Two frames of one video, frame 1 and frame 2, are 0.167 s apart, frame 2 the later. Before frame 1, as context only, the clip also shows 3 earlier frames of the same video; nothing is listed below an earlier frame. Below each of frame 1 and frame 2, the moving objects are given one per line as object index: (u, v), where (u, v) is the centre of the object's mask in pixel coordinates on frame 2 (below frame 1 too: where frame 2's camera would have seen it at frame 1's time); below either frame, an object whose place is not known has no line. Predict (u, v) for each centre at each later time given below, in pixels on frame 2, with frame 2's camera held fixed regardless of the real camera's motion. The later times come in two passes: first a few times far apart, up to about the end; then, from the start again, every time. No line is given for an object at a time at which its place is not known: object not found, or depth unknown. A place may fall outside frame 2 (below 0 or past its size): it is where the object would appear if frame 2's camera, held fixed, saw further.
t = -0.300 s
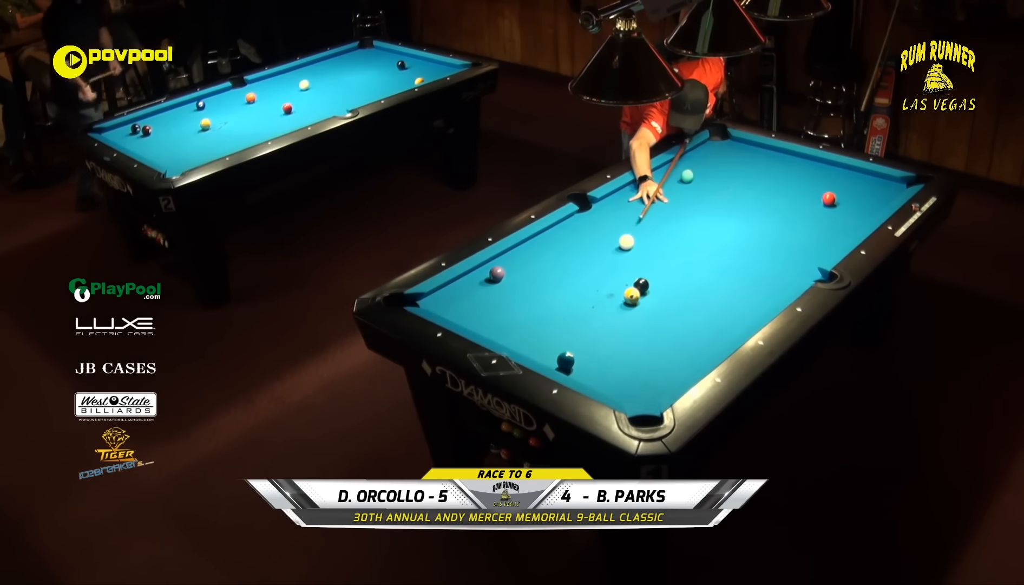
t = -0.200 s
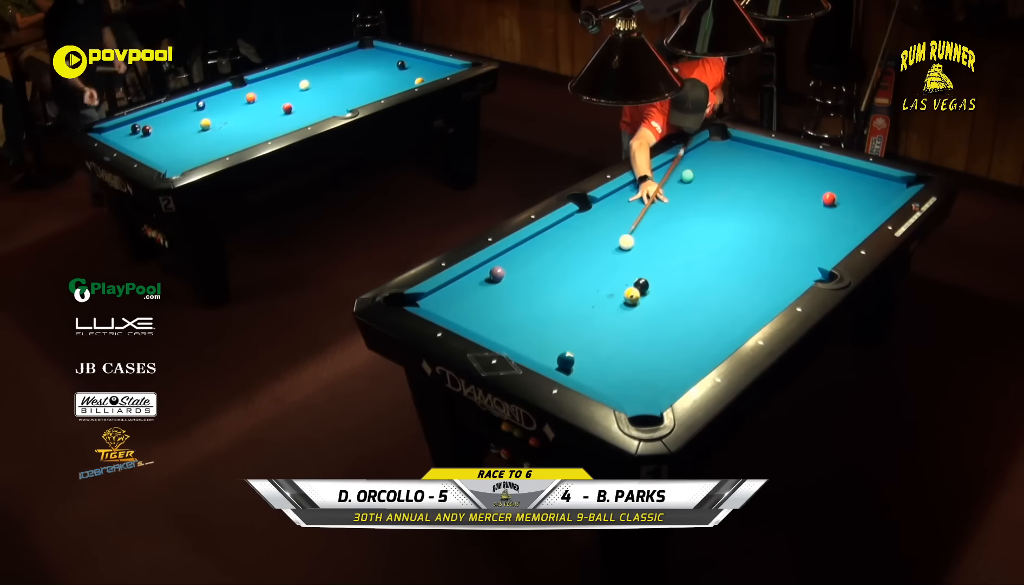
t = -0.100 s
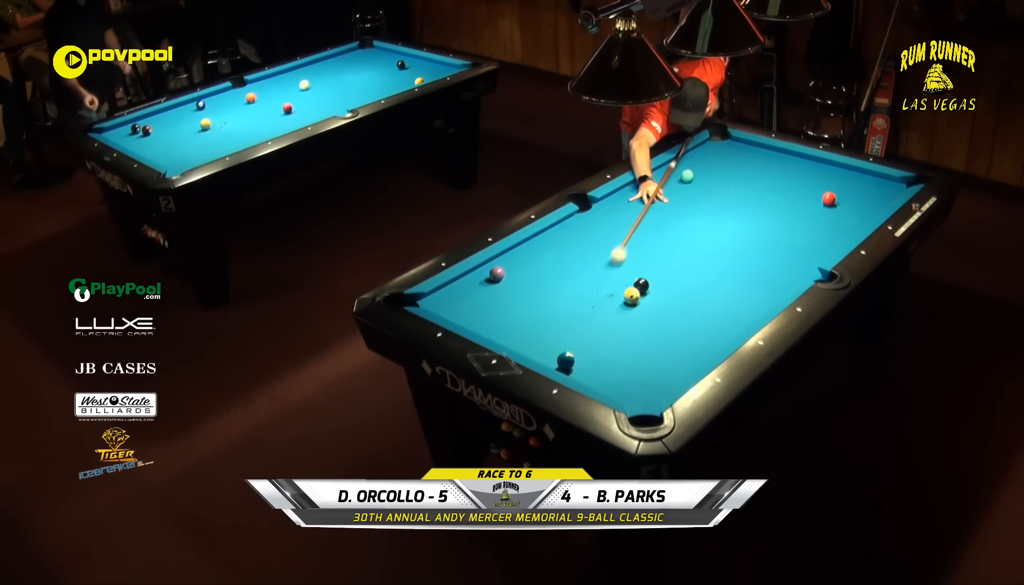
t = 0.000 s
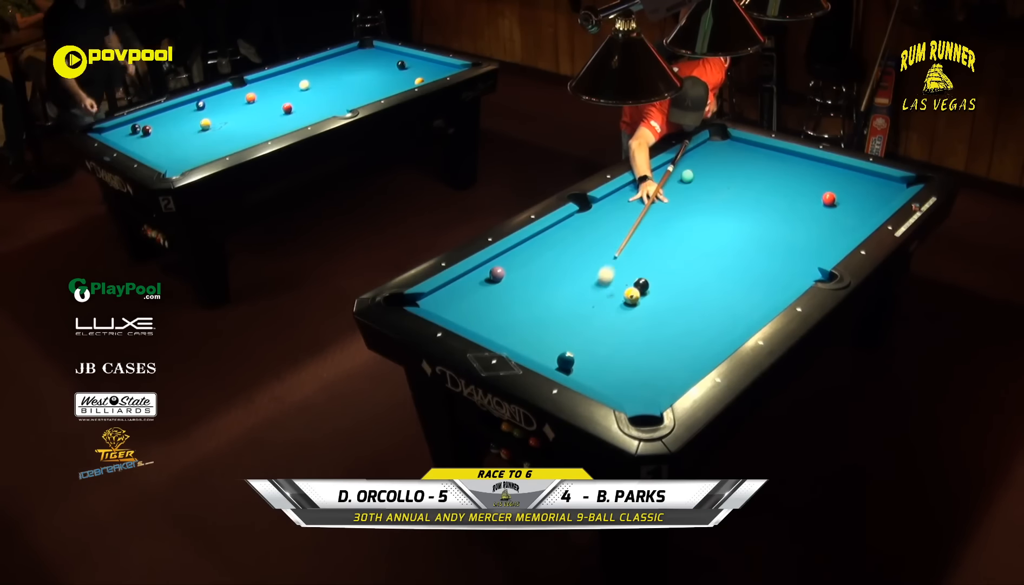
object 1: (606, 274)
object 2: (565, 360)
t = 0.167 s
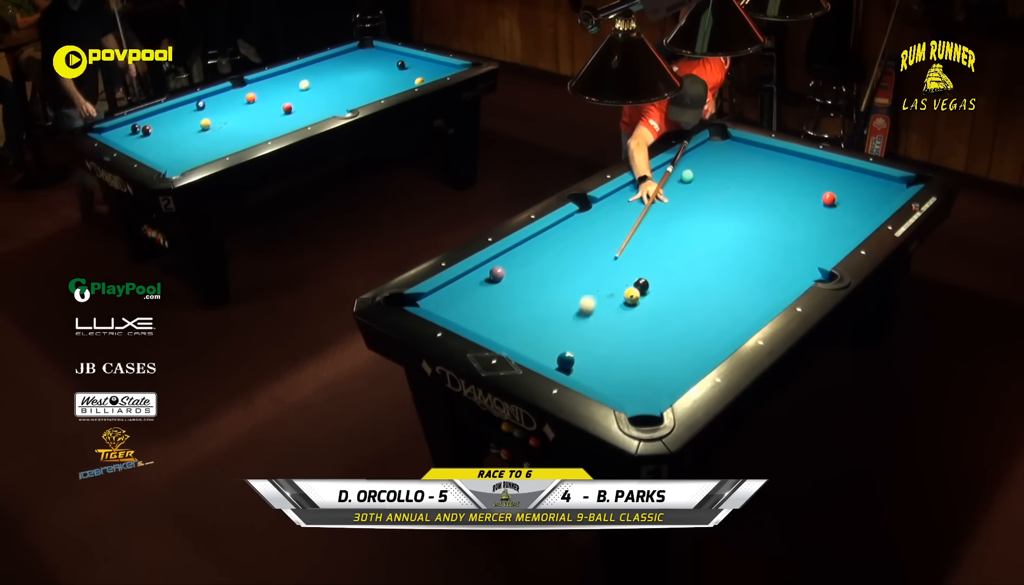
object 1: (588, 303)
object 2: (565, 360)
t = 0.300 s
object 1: (572, 327)
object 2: (565, 360)
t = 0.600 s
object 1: (546, 343)
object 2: (582, 371)
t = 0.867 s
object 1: (548, 318)
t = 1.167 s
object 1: (550, 292)
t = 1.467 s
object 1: (552, 270)
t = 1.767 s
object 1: (553, 251)
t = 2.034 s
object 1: (555, 235)
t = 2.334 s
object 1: (567, 224)
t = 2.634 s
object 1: (591, 220)
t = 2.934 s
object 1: (612, 215)
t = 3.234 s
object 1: (632, 211)
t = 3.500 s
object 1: (647, 208)
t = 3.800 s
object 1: (663, 205)
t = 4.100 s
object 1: (677, 202)
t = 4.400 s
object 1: (688, 200)
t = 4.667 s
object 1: (697, 198)
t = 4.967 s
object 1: (705, 197)
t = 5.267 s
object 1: (712, 196)
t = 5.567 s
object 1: (717, 195)
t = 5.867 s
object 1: (719, 195)
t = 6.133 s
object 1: (720, 194)
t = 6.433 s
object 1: (720, 195)
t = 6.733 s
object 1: (720, 194)
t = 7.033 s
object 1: (720, 194)
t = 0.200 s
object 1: (584, 309)
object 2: (565, 360)
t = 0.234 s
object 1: (580, 315)
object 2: (565, 360)
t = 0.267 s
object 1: (576, 321)
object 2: (565, 360)
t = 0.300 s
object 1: (572, 327)
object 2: (565, 360)
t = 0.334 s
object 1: (568, 333)
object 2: (565, 360)
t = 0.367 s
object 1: (564, 339)
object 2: (565, 360)
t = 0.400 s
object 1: (559, 345)
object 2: (566, 360)
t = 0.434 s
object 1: (554, 352)
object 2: (567, 361)
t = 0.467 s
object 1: (547, 356)
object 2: (570, 363)
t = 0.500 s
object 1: (543, 355)
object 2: (573, 365)
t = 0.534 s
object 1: (544, 351)
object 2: (576, 367)
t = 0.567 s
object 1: (545, 347)
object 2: (579, 369)
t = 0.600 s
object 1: (546, 343)
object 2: (582, 371)
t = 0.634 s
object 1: (546, 340)
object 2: (585, 372)
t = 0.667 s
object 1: (546, 337)
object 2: (588, 374)
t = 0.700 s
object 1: (546, 334)
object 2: (591, 376)
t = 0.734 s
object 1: (547, 330)
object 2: (594, 377)
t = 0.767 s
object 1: (547, 327)
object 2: (597, 379)
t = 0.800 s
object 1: (547, 324)
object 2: (600, 381)
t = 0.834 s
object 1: (547, 321)
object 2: (603, 382)
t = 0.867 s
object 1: (548, 318)
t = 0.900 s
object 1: (548, 315)
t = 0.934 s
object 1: (548, 312)
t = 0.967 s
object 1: (548, 309)
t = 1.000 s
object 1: (549, 306)
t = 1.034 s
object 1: (549, 303)
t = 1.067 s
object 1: (549, 300)
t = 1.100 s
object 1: (549, 298)
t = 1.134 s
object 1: (550, 295)
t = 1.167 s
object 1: (550, 292)
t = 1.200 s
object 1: (550, 290)
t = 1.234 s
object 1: (550, 287)
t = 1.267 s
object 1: (550, 285)
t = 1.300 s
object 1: (551, 282)
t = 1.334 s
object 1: (551, 280)
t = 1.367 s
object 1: (551, 277)
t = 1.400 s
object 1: (551, 275)
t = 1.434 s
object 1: (551, 272)
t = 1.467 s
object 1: (552, 270)
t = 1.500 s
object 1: (552, 268)
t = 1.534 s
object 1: (552, 266)
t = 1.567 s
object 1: (552, 263)
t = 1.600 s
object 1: (552, 261)
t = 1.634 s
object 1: (552, 259)
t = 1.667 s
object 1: (553, 257)
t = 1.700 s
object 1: (553, 255)
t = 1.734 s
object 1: (553, 253)
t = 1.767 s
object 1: (553, 251)
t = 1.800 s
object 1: (553, 249)
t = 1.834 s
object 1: (554, 247)
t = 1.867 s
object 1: (554, 245)
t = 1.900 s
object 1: (554, 243)
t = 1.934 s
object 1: (554, 241)
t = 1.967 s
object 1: (554, 239)
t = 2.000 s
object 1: (554, 237)
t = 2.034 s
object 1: (555, 235)
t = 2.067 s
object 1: (555, 234)
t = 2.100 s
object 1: (555, 232)
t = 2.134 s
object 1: (555, 230)
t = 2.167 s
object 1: (555, 228)
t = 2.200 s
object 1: (556, 227)
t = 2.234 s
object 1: (559, 226)
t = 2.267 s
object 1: (562, 226)
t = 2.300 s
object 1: (564, 225)
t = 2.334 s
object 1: (567, 224)
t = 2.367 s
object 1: (570, 224)
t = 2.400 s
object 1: (573, 223)
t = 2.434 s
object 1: (575, 223)
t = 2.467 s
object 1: (578, 222)
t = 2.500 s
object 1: (581, 222)
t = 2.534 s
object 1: (583, 221)
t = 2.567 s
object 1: (586, 221)
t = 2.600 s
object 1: (588, 220)
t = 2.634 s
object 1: (591, 220)
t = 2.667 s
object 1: (593, 219)
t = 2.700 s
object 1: (596, 219)
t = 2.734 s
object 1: (598, 218)
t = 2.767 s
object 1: (601, 218)
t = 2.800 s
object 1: (603, 217)
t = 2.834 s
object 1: (605, 217)
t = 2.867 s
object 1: (608, 216)
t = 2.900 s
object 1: (610, 216)
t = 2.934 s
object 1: (612, 215)
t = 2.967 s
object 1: (615, 215)
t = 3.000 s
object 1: (617, 214)
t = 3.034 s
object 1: (619, 214)
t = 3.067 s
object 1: (622, 213)
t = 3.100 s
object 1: (624, 213)
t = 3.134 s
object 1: (626, 213)
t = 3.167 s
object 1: (628, 212)
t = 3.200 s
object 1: (630, 212)
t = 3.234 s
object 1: (632, 211)
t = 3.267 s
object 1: (634, 211)
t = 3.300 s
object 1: (636, 210)
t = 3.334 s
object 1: (638, 210)
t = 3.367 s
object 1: (640, 210)
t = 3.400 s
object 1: (642, 209)
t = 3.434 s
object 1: (644, 209)
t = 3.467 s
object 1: (646, 209)
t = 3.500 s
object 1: (647, 208)
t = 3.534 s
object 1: (649, 208)
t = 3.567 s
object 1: (651, 207)
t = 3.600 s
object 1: (653, 207)
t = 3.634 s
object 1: (655, 207)
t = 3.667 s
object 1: (657, 206)
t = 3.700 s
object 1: (658, 206)
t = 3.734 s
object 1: (660, 206)
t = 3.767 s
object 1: (662, 205)
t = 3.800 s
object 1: (663, 205)
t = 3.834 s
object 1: (665, 205)
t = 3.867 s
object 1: (666, 205)
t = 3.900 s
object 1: (668, 204)
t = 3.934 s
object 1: (669, 204)
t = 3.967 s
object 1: (671, 204)
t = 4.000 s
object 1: (672, 203)
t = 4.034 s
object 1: (674, 203)
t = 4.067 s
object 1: (675, 203)
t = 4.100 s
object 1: (677, 202)
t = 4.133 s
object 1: (678, 202)
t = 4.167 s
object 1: (679, 202)
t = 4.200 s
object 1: (681, 202)
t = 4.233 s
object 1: (682, 201)
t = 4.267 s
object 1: (683, 201)
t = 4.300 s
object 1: (684, 201)
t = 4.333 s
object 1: (686, 201)
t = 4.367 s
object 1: (687, 200)
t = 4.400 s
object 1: (688, 200)
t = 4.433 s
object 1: (689, 200)
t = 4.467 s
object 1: (691, 200)
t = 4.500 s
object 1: (692, 200)
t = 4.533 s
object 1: (693, 199)
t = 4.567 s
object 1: (694, 199)
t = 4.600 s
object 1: (695, 199)
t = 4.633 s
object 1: (696, 199)
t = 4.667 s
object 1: (697, 198)
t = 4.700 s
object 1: (698, 198)
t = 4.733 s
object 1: (699, 198)
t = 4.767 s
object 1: (700, 198)
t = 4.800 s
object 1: (701, 198)
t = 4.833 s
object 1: (702, 198)
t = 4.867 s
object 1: (703, 197)
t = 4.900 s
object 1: (704, 197)
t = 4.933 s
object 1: (704, 197)
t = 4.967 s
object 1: (705, 197)
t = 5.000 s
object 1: (706, 197)
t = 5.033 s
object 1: (707, 197)
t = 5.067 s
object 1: (708, 197)
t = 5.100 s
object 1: (708, 196)
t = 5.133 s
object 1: (709, 196)
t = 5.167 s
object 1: (710, 196)
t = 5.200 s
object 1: (711, 196)
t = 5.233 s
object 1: (711, 196)
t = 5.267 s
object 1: (712, 196)
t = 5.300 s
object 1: (713, 196)
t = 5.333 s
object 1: (713, 196)
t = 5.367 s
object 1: (714, 195)
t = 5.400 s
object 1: (714, 195)
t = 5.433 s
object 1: (715, 195)
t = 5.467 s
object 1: (715, 195)
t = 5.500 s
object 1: (716, 195)
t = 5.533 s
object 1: (716, 195)
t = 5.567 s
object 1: (717, 195)
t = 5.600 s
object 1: (717, 195)
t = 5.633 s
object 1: (717, 195)
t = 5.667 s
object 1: (718, 195)
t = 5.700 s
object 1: (718, 195)
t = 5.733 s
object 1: (718, 195)
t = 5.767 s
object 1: (719, 195)
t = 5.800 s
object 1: (719, 195)
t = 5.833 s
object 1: (719, 195)
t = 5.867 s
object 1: (719, 195)
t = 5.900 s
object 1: (719, 195)
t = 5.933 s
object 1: (720, 195)
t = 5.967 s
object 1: (720, 195)
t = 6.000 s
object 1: (720, 194)
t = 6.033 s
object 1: (720, 195)
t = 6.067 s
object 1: (720, 194)
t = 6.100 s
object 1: (720, 194)
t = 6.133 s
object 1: (720, 194)
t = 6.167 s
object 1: (720, 194)
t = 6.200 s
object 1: (720, 195)
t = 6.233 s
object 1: (720, 194)
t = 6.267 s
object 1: (720, 194)
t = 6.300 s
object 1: (720, 195)
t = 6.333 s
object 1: (720, 195)
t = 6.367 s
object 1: (720, 195)
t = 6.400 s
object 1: (720, 194)
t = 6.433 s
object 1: (720, 195)
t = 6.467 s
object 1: (720, 195)
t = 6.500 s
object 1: (720, 195)
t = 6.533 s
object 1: (720, 194)
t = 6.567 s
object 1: (720, 194)
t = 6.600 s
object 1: (720, 194)
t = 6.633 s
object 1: (720, 195)
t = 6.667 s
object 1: (720, 194)
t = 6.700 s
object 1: (720, 194)
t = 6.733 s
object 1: (720, 194)
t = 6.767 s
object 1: (720, 194)
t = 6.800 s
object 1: (720, 194)
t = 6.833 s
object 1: (720, 194)
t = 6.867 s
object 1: (720, 194)
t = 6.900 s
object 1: (720, 194)
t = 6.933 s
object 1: (720, 194)
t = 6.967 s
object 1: (720, 194)
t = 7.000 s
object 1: (720, 194)
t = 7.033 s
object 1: (720, 194)
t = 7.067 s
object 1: (720, 194)
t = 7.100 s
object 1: (720, 194)
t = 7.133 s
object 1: (720, 194)
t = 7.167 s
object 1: (720, 194)
